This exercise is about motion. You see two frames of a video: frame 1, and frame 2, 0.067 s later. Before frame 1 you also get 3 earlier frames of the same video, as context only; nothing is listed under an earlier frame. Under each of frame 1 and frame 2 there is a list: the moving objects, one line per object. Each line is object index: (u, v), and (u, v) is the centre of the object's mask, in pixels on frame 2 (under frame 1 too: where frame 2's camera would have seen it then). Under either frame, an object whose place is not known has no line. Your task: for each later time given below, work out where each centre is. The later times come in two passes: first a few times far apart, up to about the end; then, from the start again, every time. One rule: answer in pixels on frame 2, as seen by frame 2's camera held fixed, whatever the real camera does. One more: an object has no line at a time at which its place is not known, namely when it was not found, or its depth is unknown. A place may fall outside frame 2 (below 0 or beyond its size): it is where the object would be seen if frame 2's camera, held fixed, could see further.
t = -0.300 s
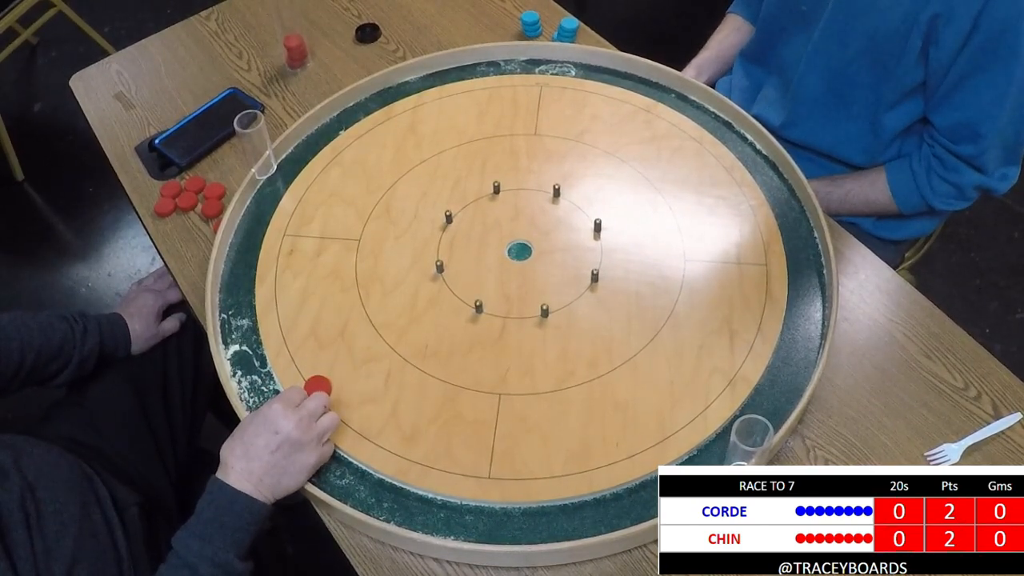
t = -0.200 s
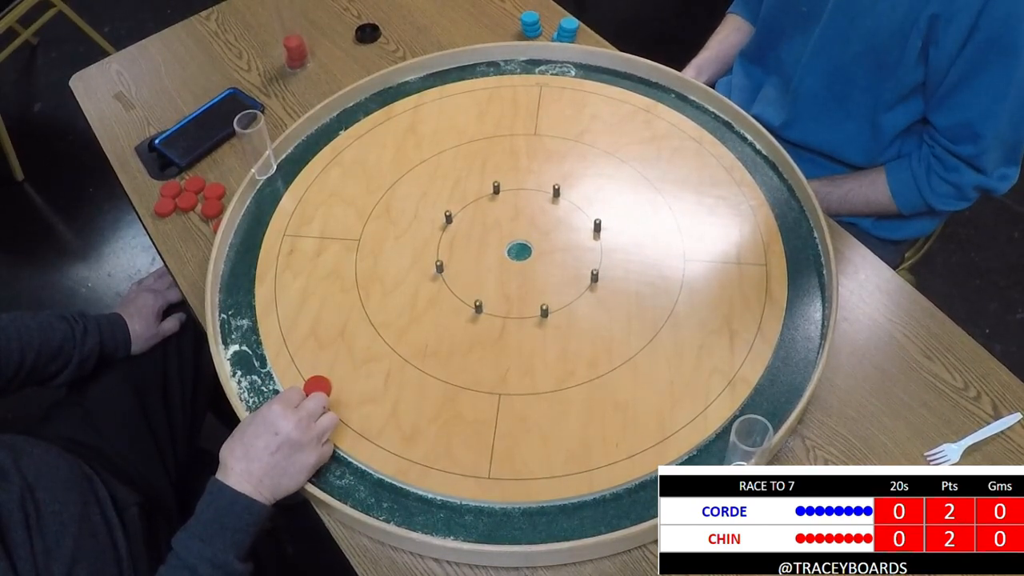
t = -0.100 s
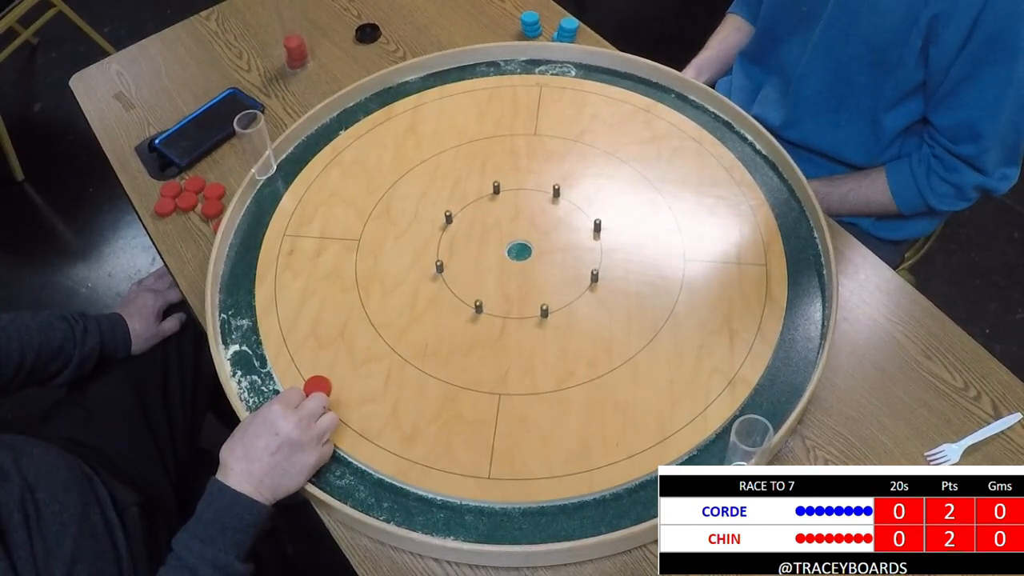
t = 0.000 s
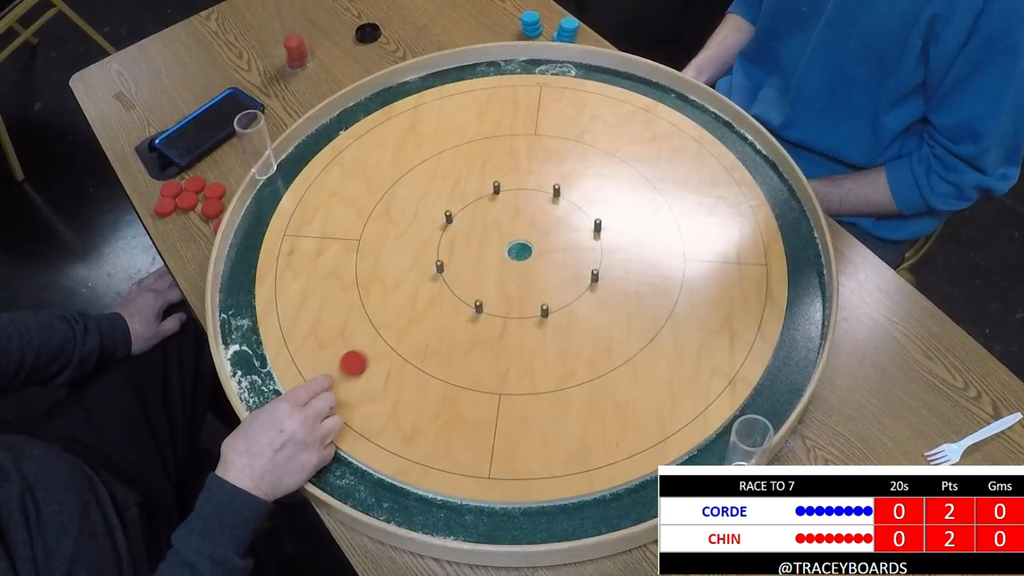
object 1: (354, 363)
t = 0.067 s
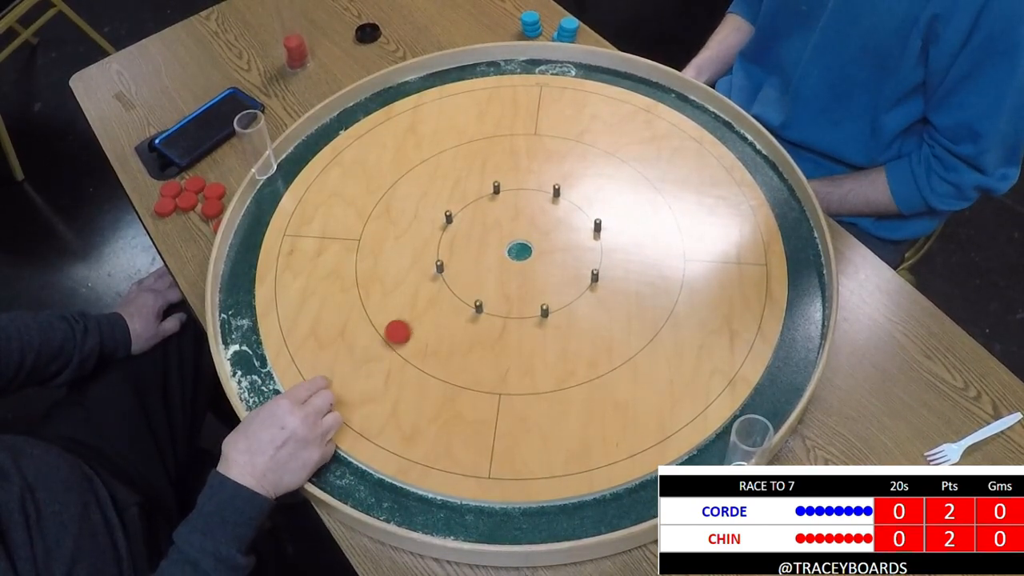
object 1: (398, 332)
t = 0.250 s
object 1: (499, 261)
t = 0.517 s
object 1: (510, 258)
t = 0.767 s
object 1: (513, 258)
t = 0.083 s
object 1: (408, 325)
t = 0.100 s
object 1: (419, 318)
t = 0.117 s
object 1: (429, 310)
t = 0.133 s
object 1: (438, 304)
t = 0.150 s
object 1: (448, 297)
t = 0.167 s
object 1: (457, 291)
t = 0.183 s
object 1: (466, 284)
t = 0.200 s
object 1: (475, 278)
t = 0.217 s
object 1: (483, 272)
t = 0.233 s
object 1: (491, 267)
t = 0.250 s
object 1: (499, 261)
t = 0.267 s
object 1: (507, 255)
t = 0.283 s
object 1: (515, 250)
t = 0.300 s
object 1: (519, 249)
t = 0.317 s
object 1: (515, 250)
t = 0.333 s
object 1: (513, 249)
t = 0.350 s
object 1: (511, 249)
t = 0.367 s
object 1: (510, 249)
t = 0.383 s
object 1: (509, 250)
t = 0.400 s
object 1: (509, 251)
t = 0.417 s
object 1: (508, 254)
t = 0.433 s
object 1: (508, 256)
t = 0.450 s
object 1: (509, 257)
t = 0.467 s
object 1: (509, 256)
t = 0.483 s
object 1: (509, 257)
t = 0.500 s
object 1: (510, 257)
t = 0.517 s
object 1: (510, 258)
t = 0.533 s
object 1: (511, 258)
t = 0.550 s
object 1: (512, 258)
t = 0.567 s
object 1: (512, 258)
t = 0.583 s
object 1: (512, 258)
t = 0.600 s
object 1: (512, 258)
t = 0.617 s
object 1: (512, 258)
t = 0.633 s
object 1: (513, 257)
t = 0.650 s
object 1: (513, 257)
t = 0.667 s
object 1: (513, 258)
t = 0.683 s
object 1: (513, 257)
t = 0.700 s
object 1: (513, 257)
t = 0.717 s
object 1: (513, 258)
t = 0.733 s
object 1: (513, 258)
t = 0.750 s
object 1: (513, 258)
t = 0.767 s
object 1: (513, 258)
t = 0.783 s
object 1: (513, 258)
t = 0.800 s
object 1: (513, 258)
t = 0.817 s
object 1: (513, 258)
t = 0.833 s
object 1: (513, 258)
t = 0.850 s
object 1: (513, 258)
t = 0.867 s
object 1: (513, 258)
